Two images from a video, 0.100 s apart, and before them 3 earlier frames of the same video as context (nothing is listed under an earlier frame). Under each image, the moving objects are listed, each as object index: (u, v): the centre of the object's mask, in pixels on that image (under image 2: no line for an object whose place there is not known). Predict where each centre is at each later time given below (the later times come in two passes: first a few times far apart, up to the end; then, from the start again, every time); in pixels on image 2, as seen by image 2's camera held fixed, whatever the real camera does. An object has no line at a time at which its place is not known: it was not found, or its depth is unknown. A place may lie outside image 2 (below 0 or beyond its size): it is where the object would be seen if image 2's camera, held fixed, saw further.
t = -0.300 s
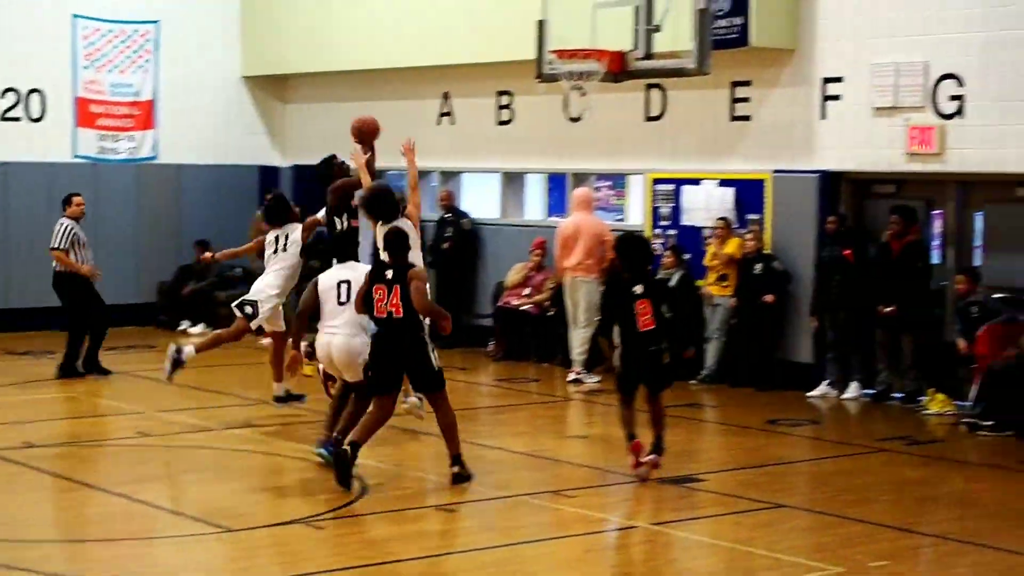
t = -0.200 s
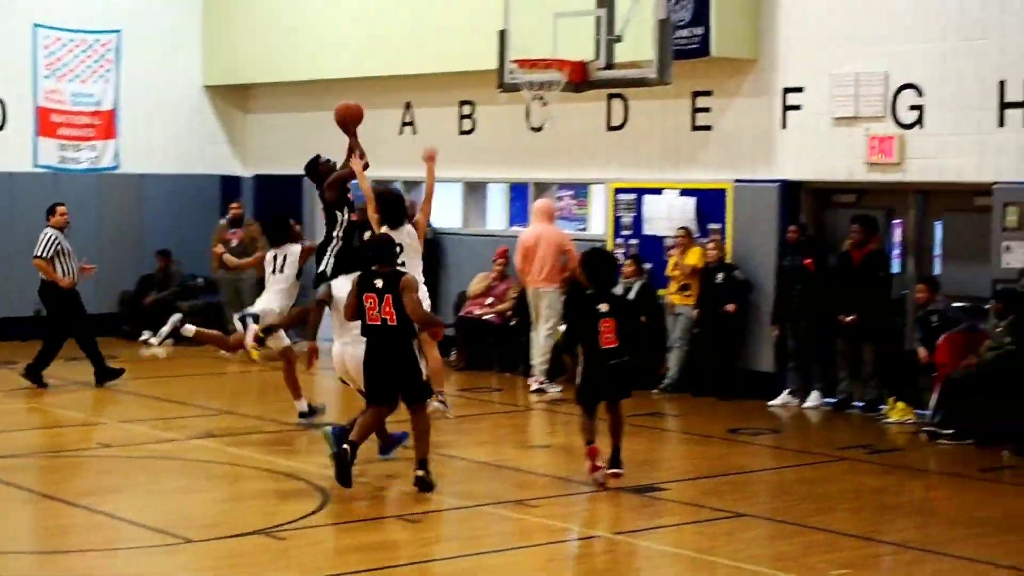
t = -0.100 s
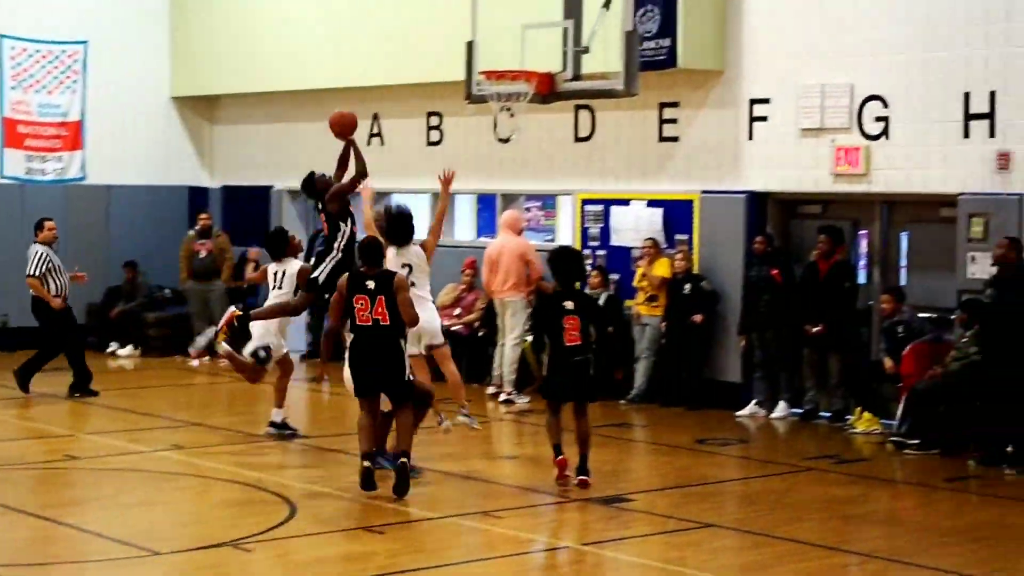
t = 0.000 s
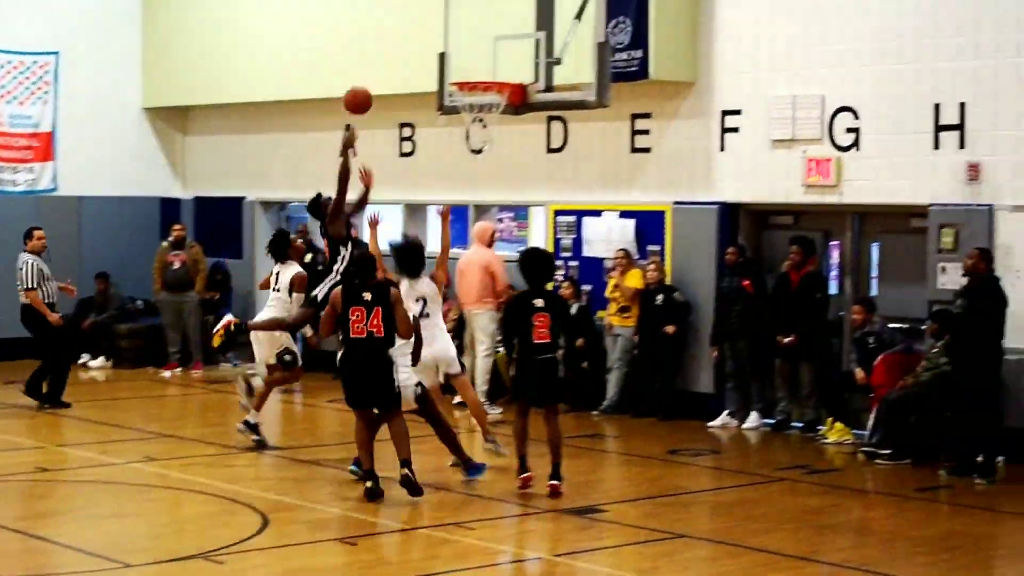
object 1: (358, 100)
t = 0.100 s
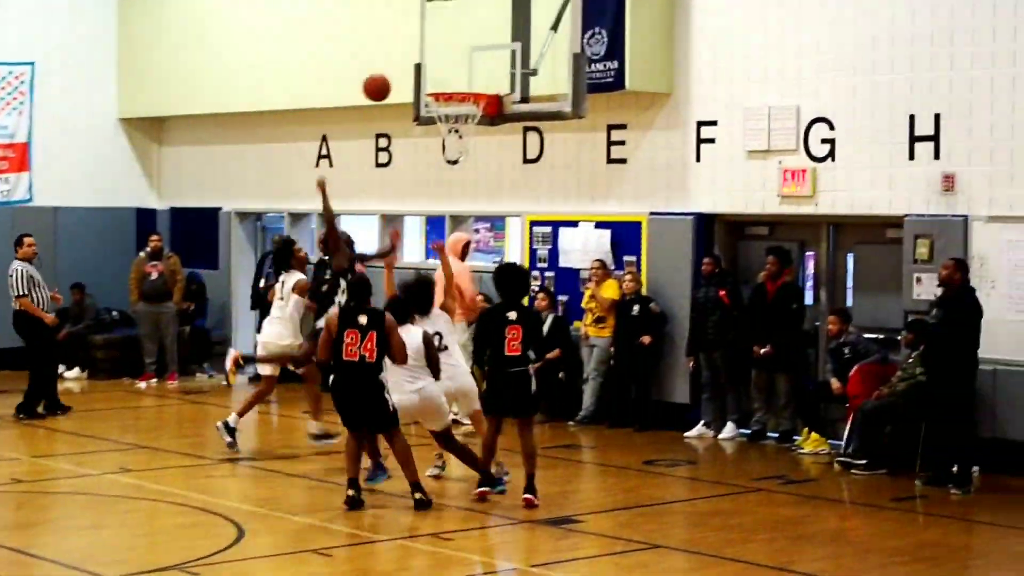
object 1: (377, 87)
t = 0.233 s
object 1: (433, 75)
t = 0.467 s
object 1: (467, 77)
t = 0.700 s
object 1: (443, 105)
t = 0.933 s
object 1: (437, 128)
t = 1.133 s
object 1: (455, 175)
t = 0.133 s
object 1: (391, 82)
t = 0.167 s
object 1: (405, 79)
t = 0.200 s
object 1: (419, 76)
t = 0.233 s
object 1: (433, 75)
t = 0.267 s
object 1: (448, 75)
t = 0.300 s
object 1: (462, 77)
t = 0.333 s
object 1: (474, 79)
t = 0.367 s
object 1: (473, 78)
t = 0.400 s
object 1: (471, 77)
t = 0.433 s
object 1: (469, 77)
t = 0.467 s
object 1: (467, 77)
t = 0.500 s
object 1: (464, 79)
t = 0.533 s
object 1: (462, 81)
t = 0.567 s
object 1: (460, 84)
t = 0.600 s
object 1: (457, 86)
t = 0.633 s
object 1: (452, 95)
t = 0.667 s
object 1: (448, 99)
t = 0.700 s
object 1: (443, 105)
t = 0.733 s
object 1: (436, 110)
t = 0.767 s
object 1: (436, 115)
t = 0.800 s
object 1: (435, 119)
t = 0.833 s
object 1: (435, 121)
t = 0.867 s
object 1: (436, 123)
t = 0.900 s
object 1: (436, 125)
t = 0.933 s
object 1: (437, 128)
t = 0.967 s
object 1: (441, 132)
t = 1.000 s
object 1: (445, 138)
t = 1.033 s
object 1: (449, 145)
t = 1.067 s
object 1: (450, 153)
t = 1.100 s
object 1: (452, 164)
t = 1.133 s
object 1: (455, 175)
